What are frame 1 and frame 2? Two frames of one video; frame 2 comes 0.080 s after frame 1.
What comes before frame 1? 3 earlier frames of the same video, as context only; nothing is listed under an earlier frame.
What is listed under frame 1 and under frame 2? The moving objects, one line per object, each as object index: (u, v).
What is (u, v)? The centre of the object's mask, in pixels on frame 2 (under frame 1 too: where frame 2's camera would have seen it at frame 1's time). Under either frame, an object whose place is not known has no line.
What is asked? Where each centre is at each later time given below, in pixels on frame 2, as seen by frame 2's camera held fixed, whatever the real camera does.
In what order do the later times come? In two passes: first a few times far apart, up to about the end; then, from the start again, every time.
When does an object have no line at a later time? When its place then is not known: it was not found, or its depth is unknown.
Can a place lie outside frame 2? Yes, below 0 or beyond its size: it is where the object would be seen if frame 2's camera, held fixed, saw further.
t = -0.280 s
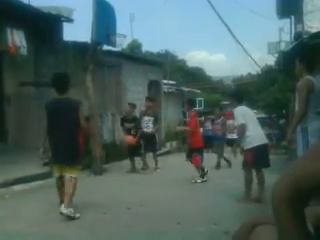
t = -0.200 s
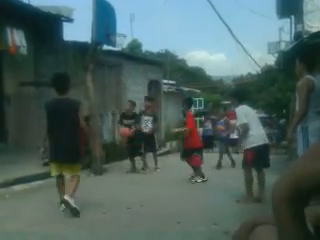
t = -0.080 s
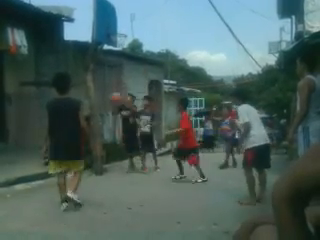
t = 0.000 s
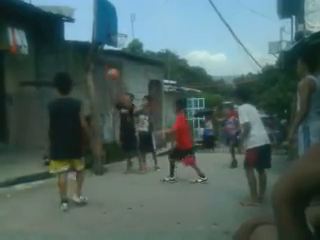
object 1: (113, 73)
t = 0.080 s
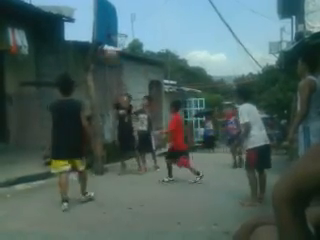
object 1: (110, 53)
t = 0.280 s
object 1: (108, 31)
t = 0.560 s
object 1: (108, 52)
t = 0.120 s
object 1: (108, 43)
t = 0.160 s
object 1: (108, 36)
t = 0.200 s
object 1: (108, 32)
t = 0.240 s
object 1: (108, 31)
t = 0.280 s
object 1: (108, 31)
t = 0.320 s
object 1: (107, 31)
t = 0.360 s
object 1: (107, 32)
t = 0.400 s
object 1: (107, 33)
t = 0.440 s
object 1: (107, 37)
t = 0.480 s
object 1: (107, 41)
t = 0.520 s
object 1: (106, 46)
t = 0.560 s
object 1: (108, 52)
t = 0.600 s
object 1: (107, 58)
